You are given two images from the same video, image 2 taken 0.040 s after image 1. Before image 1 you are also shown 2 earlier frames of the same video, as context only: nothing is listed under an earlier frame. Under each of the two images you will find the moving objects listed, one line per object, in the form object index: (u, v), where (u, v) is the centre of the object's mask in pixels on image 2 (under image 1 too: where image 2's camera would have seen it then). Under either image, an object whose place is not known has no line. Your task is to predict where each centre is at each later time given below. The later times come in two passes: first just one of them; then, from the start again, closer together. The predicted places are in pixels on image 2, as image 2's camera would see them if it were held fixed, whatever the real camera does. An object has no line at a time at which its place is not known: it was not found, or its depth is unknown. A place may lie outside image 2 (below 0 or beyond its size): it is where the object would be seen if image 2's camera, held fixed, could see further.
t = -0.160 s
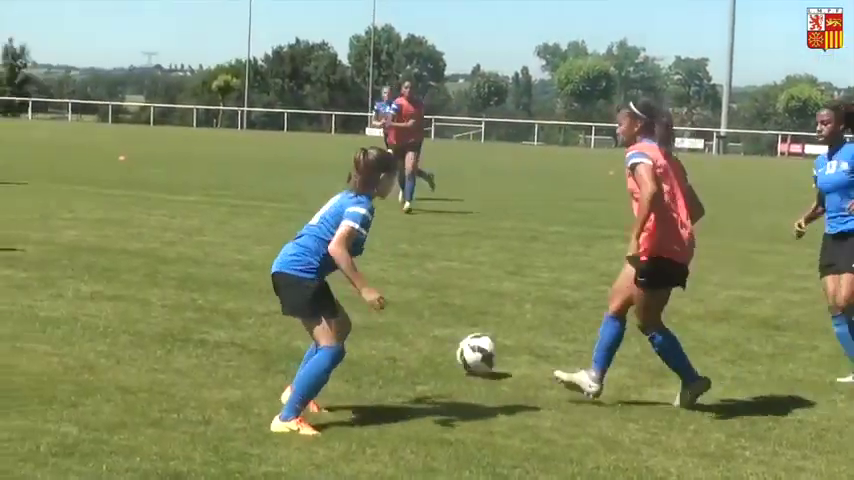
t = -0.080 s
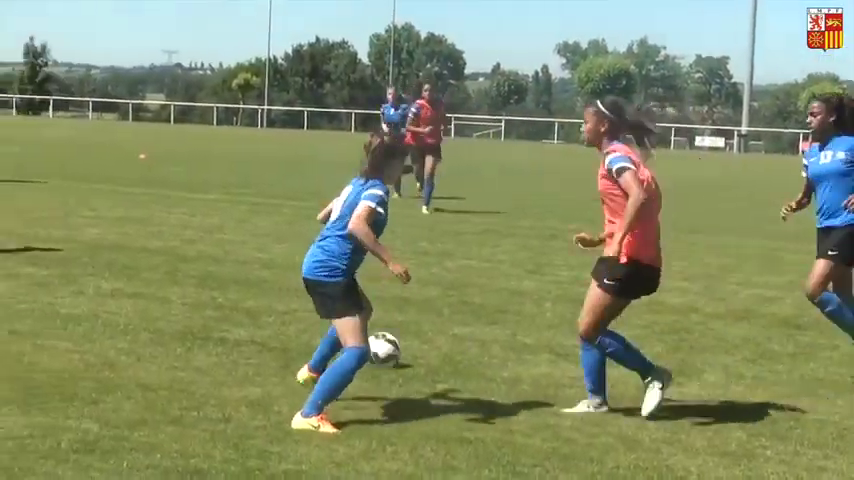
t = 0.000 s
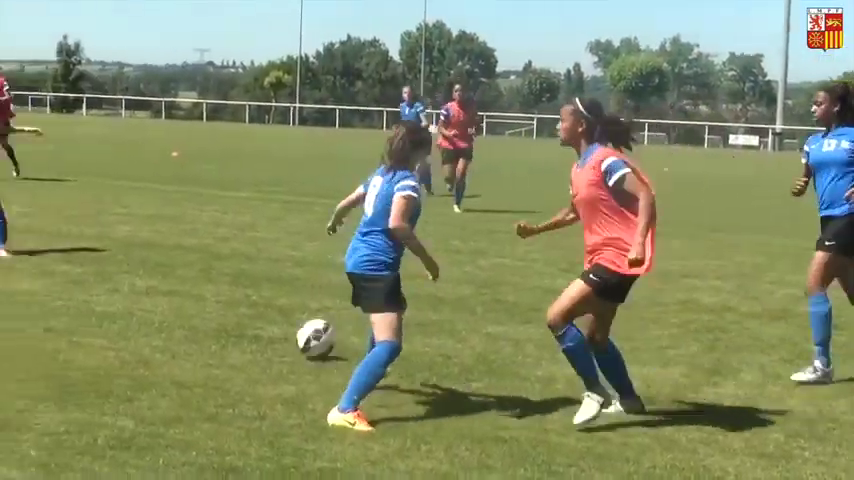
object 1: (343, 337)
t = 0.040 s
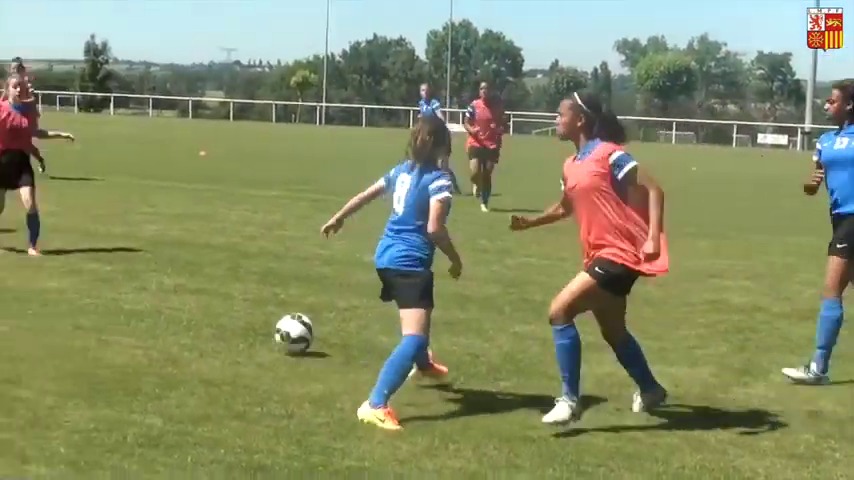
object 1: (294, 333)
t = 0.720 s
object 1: (-398, 292)
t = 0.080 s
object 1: (248, 332)
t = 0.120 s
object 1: (201, 332)
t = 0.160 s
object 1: (155, 331)
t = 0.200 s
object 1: (114, 325)
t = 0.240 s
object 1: (73, 319)
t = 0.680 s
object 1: (-361, 296)
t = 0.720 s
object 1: (-398, 292)
